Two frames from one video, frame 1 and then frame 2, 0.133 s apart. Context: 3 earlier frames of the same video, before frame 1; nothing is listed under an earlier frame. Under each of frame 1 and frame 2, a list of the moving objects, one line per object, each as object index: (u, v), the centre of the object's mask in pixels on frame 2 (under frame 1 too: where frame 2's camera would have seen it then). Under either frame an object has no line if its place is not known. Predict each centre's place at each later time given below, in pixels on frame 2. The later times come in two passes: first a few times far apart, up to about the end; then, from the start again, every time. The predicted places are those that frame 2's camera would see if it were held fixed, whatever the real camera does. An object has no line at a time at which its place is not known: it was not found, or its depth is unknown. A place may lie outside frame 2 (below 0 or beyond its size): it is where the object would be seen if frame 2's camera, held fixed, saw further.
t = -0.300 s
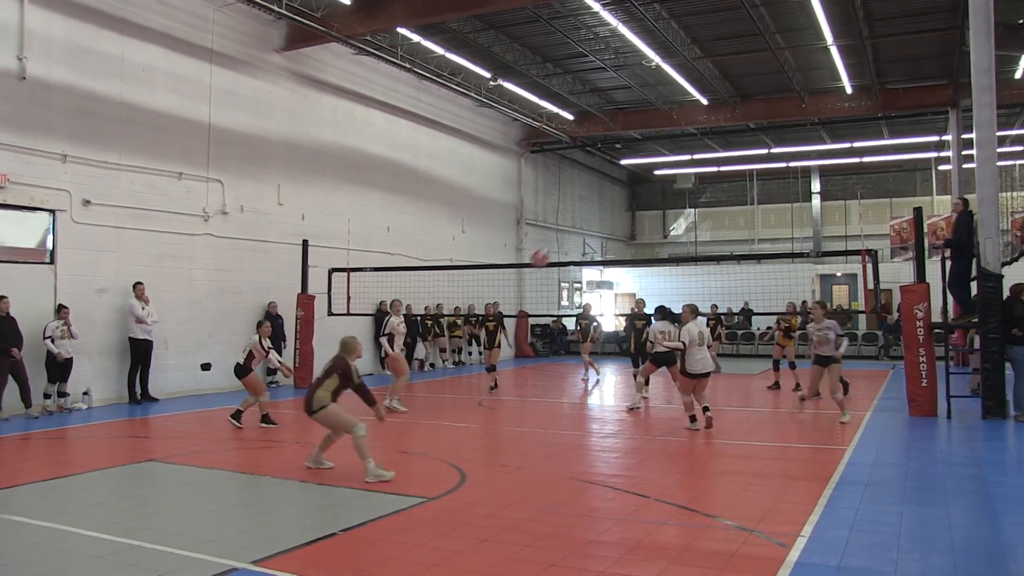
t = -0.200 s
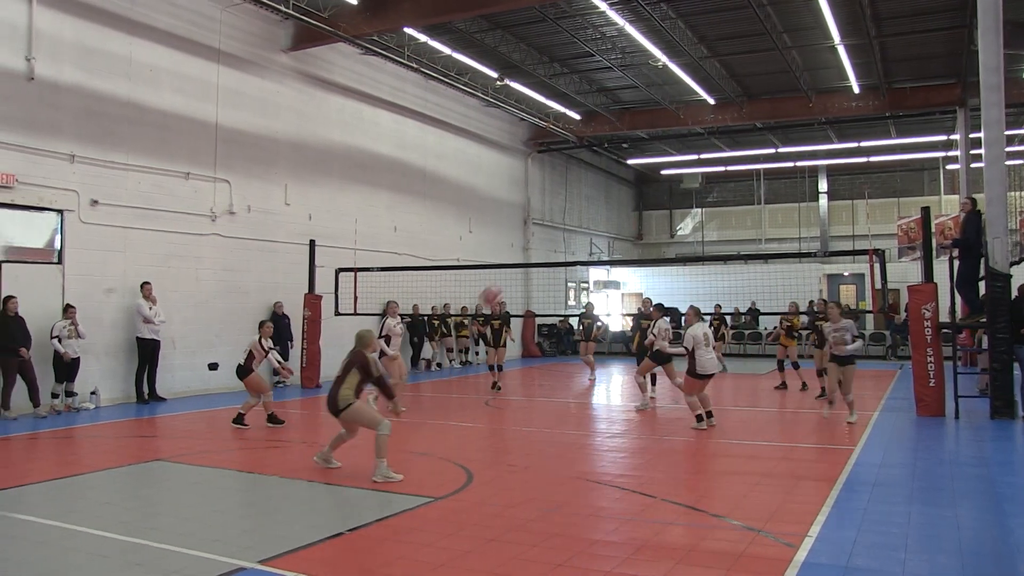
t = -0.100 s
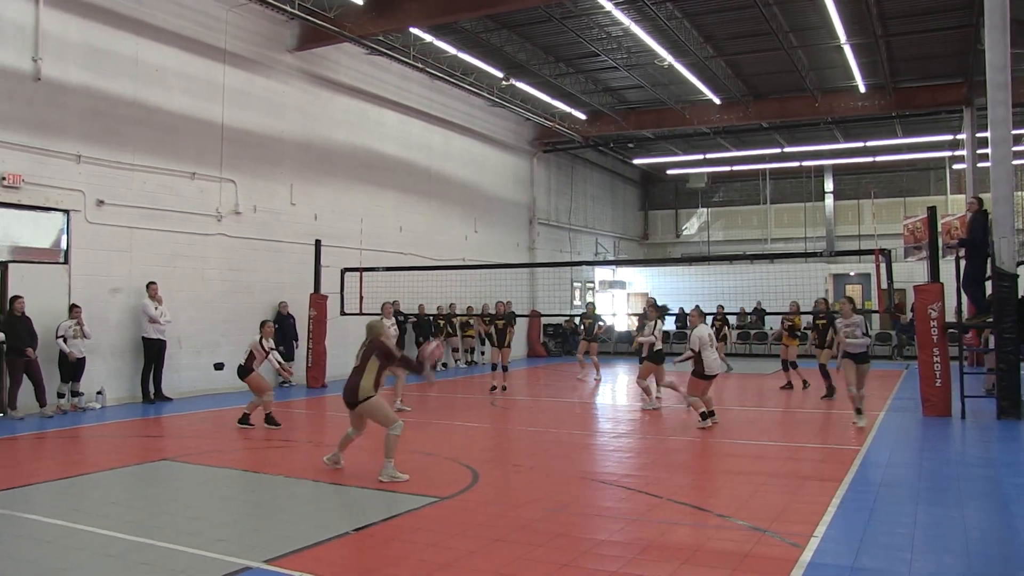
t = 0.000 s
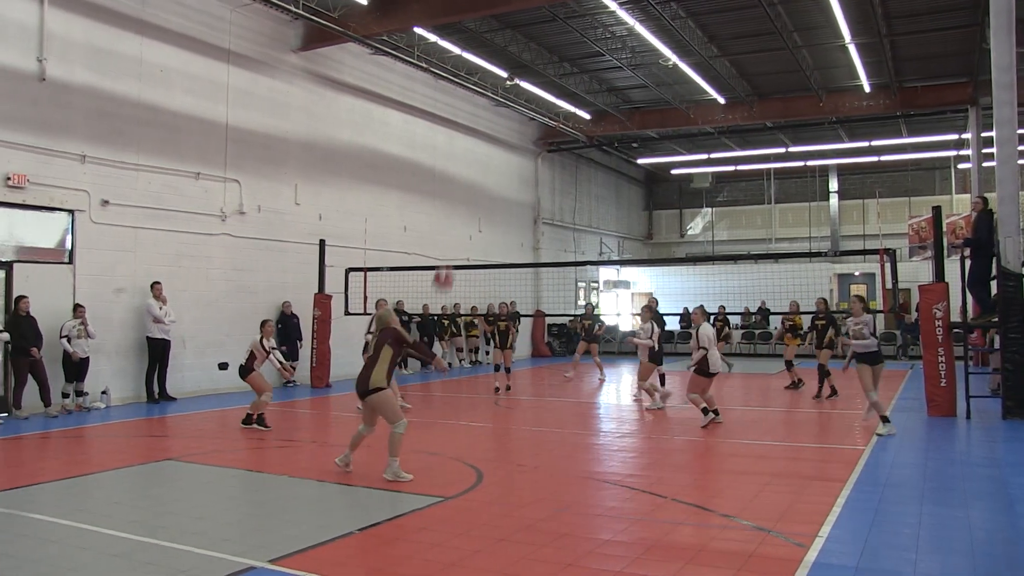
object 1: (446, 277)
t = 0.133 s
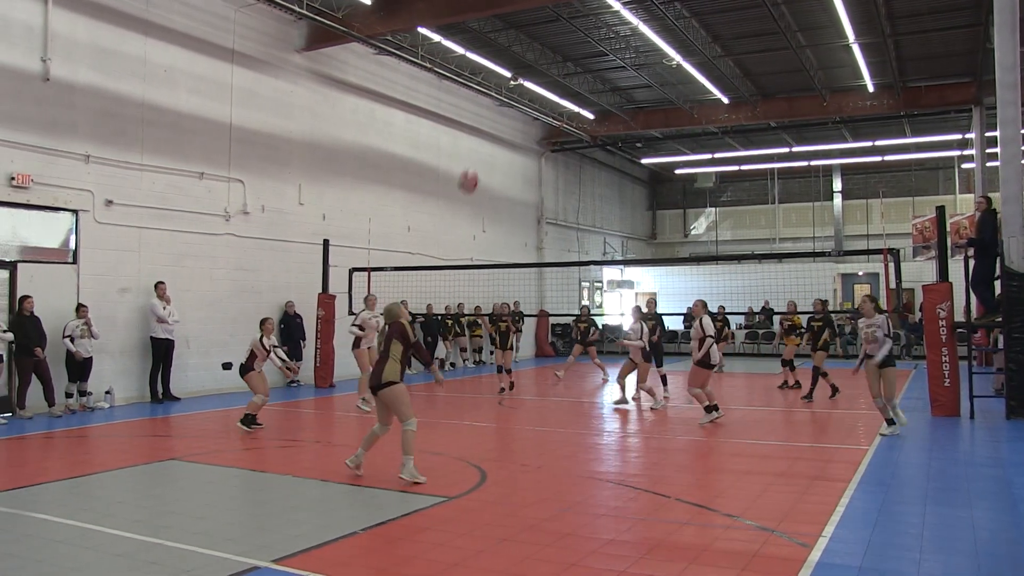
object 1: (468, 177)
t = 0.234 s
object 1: (485, 120)
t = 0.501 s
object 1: (518, 34)
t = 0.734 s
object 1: (543, 13)
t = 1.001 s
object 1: (568, 42)
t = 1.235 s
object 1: (587, 105)
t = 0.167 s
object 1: (475, 158)
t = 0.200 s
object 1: (479, 138)
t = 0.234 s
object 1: (485, 120)
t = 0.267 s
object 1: (489, 107)
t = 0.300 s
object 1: (494, 91)
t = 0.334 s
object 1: (499, 78)
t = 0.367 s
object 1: (503, 66)
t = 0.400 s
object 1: (506, 55)
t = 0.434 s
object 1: (511, 46)
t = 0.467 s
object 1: (514, 40)
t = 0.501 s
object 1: (518, 34)
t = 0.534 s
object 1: (522, 26)
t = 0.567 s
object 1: (525, 23)
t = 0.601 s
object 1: (529, 15)
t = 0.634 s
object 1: (533, 17)
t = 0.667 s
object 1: (536, 15)
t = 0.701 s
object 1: (540, 14)
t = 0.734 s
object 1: (543, 13)
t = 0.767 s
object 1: (547, 12)
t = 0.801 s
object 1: (549, 15)
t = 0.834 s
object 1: (553, 18)
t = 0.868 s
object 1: (556, 21)
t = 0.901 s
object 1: (559, 25)
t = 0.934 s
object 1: (562, 30)
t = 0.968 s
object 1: (565, 35)
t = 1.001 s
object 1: (568, 42)
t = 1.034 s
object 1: (570, 49)
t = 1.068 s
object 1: (574, 57)
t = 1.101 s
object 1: (576, 65)
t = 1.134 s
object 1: (579, 72)
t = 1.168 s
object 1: (582, 84)
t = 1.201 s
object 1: (584, 94)
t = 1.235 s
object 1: (587, 105)
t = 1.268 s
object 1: (590, 118)
